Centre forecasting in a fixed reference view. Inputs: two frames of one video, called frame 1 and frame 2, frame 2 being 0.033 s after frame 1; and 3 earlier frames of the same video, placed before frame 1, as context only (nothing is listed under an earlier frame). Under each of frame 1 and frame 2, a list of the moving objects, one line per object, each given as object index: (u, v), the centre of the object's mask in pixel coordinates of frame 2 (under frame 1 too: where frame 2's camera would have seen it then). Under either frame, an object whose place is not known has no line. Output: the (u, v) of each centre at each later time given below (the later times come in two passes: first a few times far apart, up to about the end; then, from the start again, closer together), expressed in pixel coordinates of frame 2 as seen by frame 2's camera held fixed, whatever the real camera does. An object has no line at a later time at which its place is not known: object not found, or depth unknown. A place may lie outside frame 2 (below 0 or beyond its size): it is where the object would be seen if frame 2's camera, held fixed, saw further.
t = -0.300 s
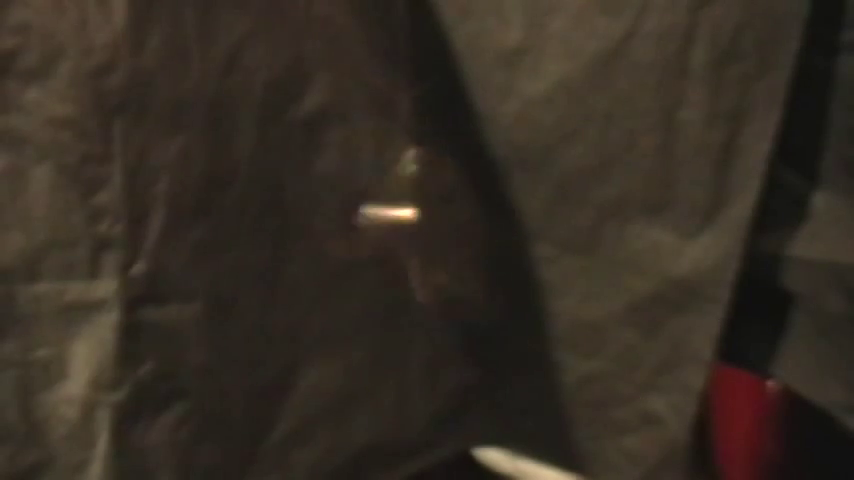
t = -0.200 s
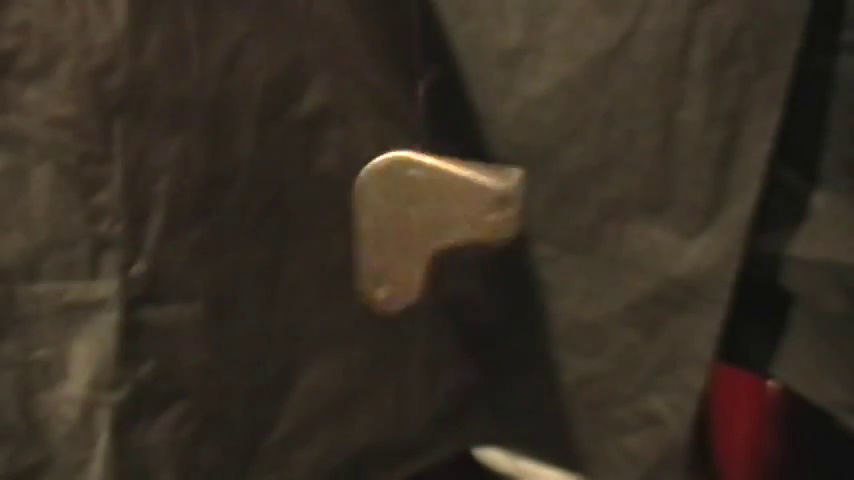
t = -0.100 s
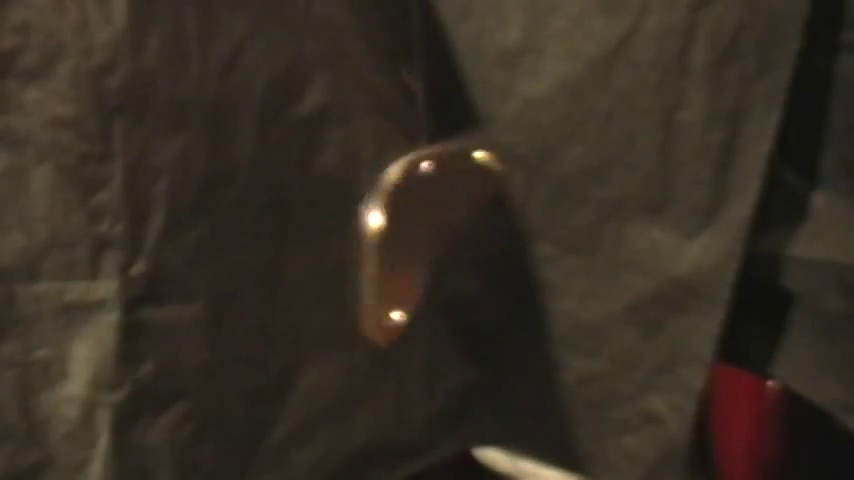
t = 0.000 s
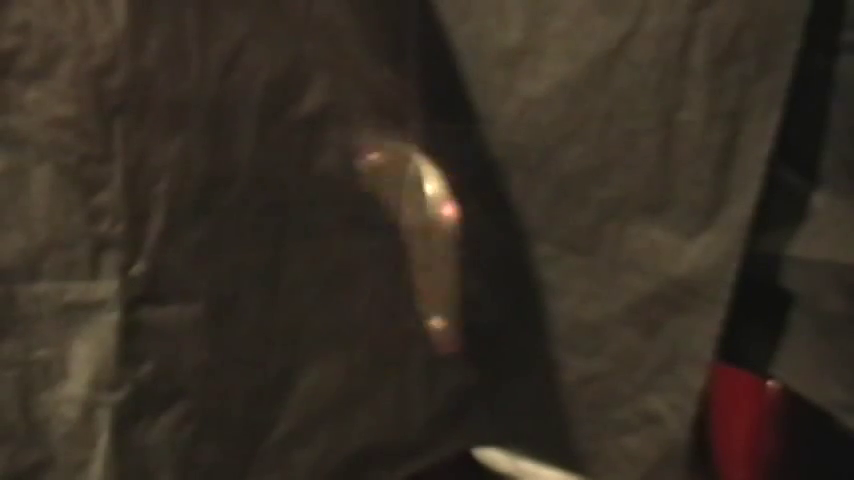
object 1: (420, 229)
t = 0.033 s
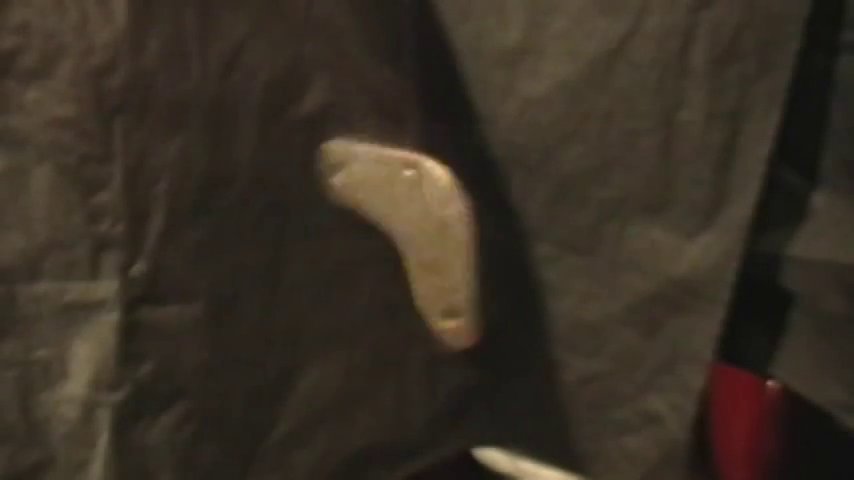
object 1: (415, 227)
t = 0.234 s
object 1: (419, 222)
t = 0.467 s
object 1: (397, 244)
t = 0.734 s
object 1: (413, 227)
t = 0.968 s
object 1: (413, 200)
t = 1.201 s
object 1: (411, 196)
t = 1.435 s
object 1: (406, 248)
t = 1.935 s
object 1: (410, 236)
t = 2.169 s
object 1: (415, 235)
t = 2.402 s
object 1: (416, 229)
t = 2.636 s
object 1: (422, 228)
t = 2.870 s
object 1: (417, 234)
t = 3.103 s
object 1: (399, 235)
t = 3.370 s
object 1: (401, 235)
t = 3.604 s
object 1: (402, 231)
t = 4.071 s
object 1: (420, 228)
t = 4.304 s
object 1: (427, 233)
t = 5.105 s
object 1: (426, 230)
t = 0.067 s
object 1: (411, 226)
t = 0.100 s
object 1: (411, 225)
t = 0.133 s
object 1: (406, 227)
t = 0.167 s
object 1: (417, 231)
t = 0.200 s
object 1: (388, 207)
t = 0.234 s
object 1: (419, 222)
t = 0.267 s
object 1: (413, 228)
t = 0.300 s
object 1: (413, 229)
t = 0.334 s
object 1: (409, 228)
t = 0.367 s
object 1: (412, 230)
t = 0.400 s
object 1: (406, 234)
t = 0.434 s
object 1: (371, 259)
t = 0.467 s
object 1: (397, 244)
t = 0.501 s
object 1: (399, 238)
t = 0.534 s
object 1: (395, 237)
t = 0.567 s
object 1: (390, 232)
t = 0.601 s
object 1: (391, 231)
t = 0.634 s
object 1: (389, 232)
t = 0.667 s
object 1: (398, 233)
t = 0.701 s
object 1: (381, 205)
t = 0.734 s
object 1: (413, 227)
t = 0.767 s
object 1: (409, 228)
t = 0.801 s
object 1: (409, 225)
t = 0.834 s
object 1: (408, 224)
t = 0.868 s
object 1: (407, 225)
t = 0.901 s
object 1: (407, 230)
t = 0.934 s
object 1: (405, 230)
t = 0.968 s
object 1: (413, 200)
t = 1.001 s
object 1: (413, 227)
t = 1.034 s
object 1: (413, 227)
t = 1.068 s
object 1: (409, 222)
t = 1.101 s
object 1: (411, 220)
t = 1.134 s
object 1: (410, 223)
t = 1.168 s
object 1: (421, 226)
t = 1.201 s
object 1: (411, 196)
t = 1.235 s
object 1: (432, 216)
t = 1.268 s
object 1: (433, 220)
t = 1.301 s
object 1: (430, 219)
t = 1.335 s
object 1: (429, 219)
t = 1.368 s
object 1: (425, 223)
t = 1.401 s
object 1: (421, 230)
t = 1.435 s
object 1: (406, 248)
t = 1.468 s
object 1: (426, 239)
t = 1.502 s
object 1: (418, 231)
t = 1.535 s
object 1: (414, 230)
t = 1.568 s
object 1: (410, 229)
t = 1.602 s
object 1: (409, 226)
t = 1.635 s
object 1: (406, 231)
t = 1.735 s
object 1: (416, 230)
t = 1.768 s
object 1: (414, 232)
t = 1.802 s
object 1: (410, 230)
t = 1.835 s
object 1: (411, 230)
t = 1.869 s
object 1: (404, 234)
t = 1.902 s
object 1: (400, 239)
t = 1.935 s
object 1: (410, 236)
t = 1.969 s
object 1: (412, 247)
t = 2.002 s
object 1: (401, 236)
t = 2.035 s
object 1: (399, 234)
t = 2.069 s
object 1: (400, 236)
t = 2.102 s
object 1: (400, 231)
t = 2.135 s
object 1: (400, 232)
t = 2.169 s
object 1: (415, 235)
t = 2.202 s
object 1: (432, 239)
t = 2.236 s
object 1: (421, 226)
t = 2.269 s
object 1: (421, 224)
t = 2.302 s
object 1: (420, 222)
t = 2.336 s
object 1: (420, 220)
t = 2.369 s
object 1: (416, 228)
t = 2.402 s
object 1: (416, 229)
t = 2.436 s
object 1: (420, 221)
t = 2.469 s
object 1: (422, 222)
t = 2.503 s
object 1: (420, 226)
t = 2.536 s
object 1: (417, 223)
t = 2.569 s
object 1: (419, 223)
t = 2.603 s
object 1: (415, 223)
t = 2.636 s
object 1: (422, 228)
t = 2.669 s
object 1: (438, 232)
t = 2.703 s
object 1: (451, 241)
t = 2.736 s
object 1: (431, 223)
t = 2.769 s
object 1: (430, 222)
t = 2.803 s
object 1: (426, 218)
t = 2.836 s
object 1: (423, 223)
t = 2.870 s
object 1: (417, 234)
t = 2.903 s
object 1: (416, 234)
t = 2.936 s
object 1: (413, 238)
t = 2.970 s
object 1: (411, 237)
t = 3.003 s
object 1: (402, 234)
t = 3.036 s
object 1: (398, 232)
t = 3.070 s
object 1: (402, 231)
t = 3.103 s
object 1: (399, 235)
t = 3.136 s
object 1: (407, 240)
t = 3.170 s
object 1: (426, 240)
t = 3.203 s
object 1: (411, 231)
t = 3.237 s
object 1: (409, 234)
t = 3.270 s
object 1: (406, 233)
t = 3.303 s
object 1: (405, 231)
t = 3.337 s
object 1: (401, 232)
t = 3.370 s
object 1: (401, 235)
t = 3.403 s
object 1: (405, 231)
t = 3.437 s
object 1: (411, 238)
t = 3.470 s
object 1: (404, 235)
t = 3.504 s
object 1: (401, 233)
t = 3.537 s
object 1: (401, 235)
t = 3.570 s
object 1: (402, 230)
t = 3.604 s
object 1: (402, 231)
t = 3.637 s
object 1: (415, 234)
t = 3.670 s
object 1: (433, 239)
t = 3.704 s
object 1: (430, 225)
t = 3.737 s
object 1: (433, 223)
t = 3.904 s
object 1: (424, 227)
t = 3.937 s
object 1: (432, 232)
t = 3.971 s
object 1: (425, 227)
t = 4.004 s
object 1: (422, 226)
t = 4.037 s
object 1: (422, 225)
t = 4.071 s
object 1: (420, 228)
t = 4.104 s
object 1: (425, 230)
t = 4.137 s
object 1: (441, 235)
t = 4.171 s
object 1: (452, 239)
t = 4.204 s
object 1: (429, 228)
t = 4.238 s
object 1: (427, 227)
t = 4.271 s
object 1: (427, 225)
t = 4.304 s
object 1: (427, 233)
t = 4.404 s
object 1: (412, 249)
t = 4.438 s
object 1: (411, 238)
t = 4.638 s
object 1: (431, 240)
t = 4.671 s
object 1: (423, 250)
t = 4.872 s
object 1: (428, 227)
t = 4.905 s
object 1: (417, 242)
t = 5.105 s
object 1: (426, 230)
